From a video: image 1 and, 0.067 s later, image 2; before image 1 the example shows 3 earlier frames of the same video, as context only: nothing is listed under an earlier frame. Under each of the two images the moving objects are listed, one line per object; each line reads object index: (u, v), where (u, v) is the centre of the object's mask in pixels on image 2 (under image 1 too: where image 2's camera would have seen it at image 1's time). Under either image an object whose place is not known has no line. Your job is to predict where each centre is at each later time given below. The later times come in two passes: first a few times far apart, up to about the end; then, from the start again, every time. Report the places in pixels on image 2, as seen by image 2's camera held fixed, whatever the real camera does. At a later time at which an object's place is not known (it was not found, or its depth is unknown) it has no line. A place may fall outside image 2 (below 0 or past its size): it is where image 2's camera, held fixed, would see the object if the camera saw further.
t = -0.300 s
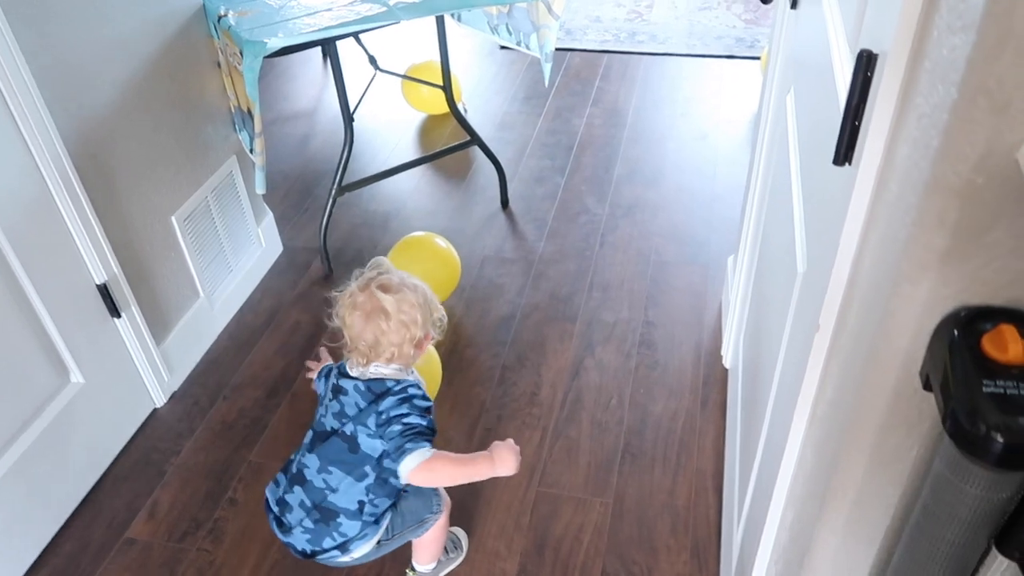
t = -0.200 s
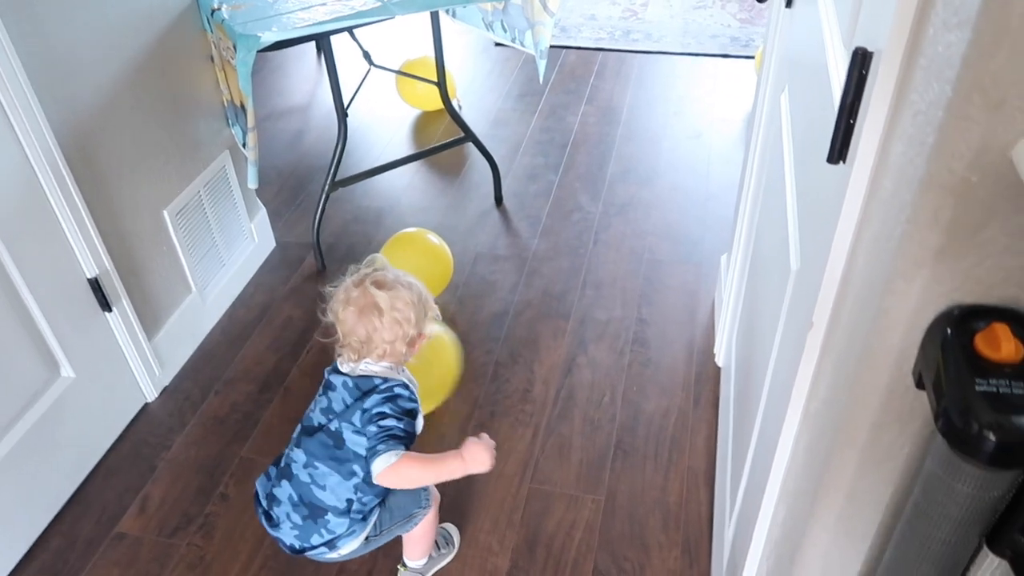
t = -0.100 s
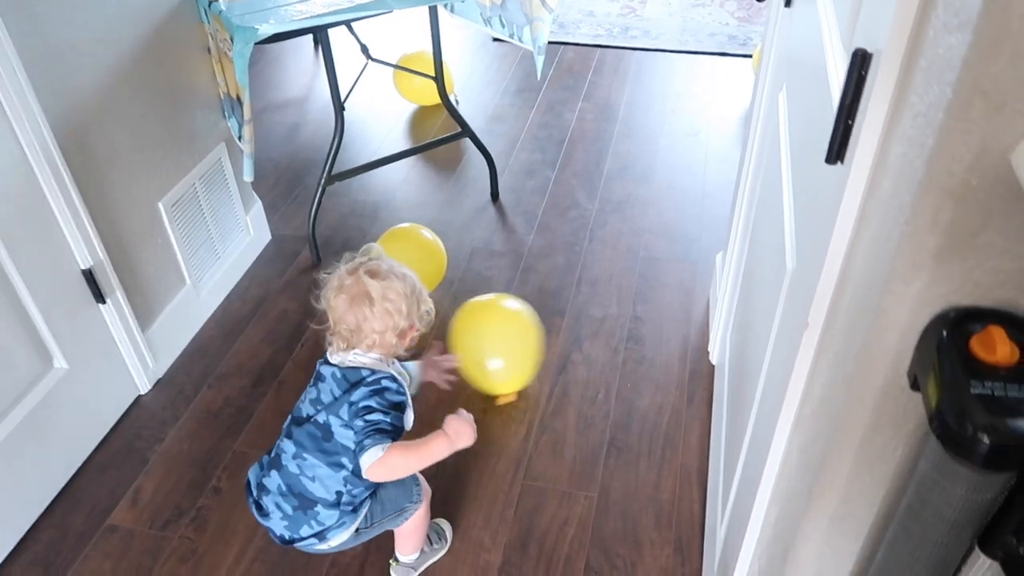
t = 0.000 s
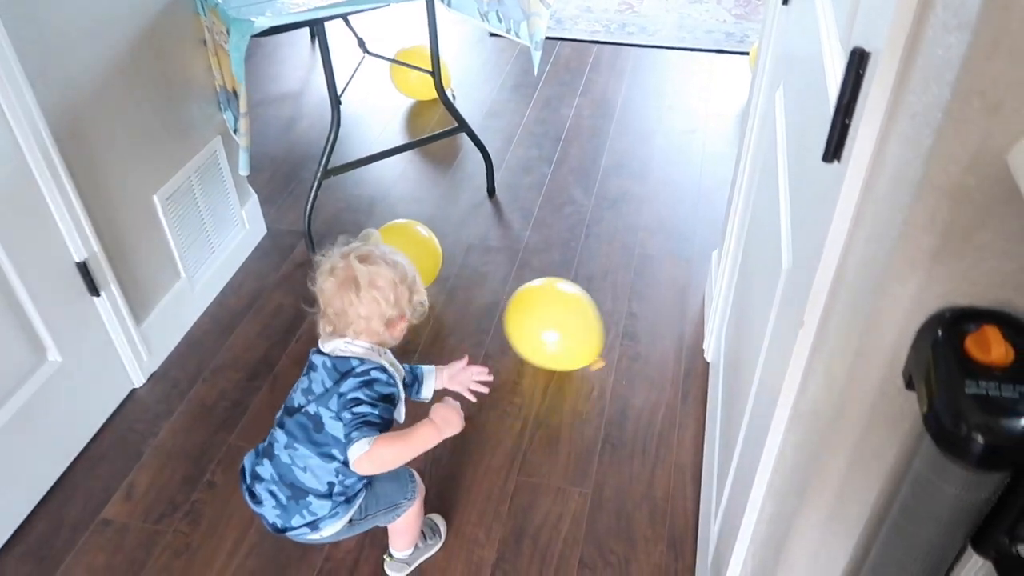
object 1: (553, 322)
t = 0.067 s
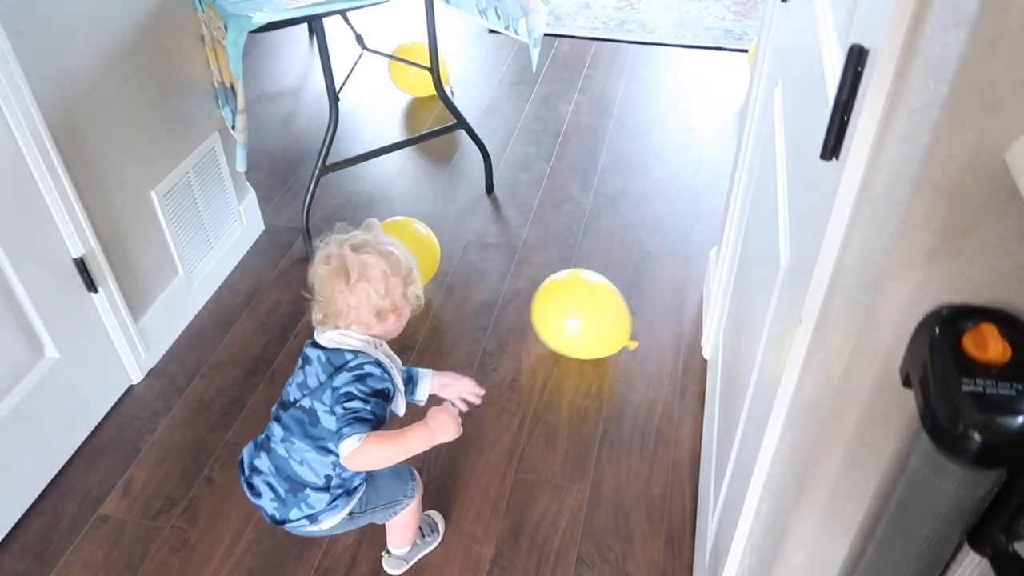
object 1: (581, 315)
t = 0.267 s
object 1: (628, 294)
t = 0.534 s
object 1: (666, 294)
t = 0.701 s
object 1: (654, 298)
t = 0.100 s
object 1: (592, 311)
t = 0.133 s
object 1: (601, 307)
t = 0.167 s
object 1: (608, 302)
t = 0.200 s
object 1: (615, 299)
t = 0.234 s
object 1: (622, 296)
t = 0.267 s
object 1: (628, 294)
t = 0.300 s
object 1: (632, 293)
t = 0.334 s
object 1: (637, 291)
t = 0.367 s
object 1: (641, 290)
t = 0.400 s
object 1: (645, 290)
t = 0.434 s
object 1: (650, 290)
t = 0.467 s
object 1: (655, 291)
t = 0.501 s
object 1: (661, 293)
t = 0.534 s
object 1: (666, 294)
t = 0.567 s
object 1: (661, 296)
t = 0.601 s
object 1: (658, 297)
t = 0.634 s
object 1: (656, 297)
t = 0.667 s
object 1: (655, 297)
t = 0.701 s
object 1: (654, 298)
